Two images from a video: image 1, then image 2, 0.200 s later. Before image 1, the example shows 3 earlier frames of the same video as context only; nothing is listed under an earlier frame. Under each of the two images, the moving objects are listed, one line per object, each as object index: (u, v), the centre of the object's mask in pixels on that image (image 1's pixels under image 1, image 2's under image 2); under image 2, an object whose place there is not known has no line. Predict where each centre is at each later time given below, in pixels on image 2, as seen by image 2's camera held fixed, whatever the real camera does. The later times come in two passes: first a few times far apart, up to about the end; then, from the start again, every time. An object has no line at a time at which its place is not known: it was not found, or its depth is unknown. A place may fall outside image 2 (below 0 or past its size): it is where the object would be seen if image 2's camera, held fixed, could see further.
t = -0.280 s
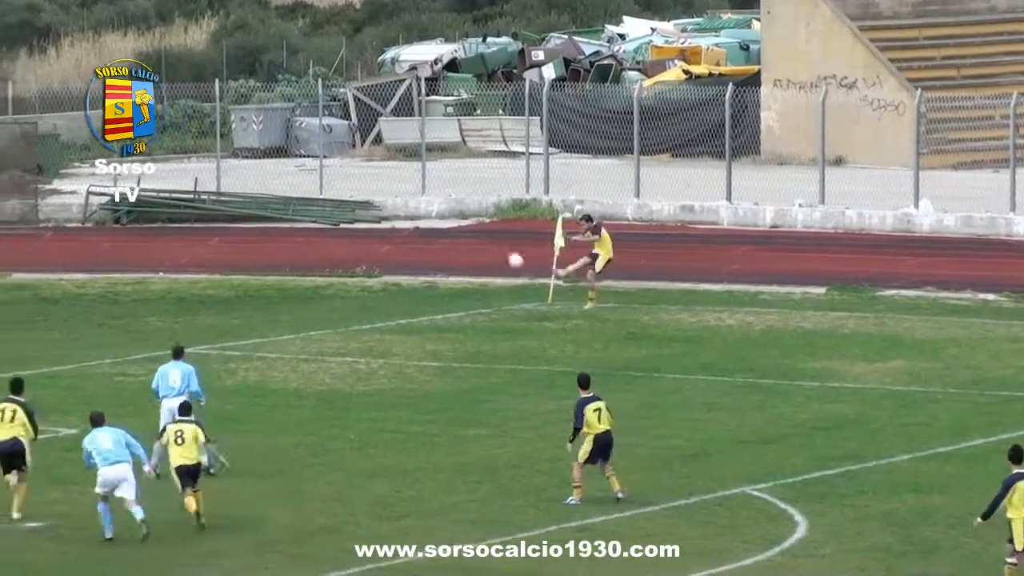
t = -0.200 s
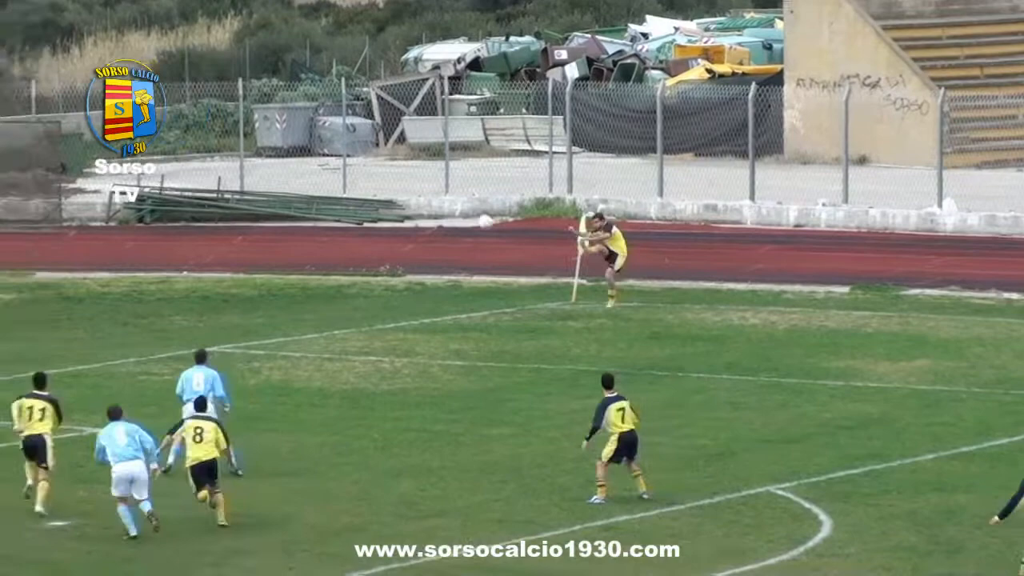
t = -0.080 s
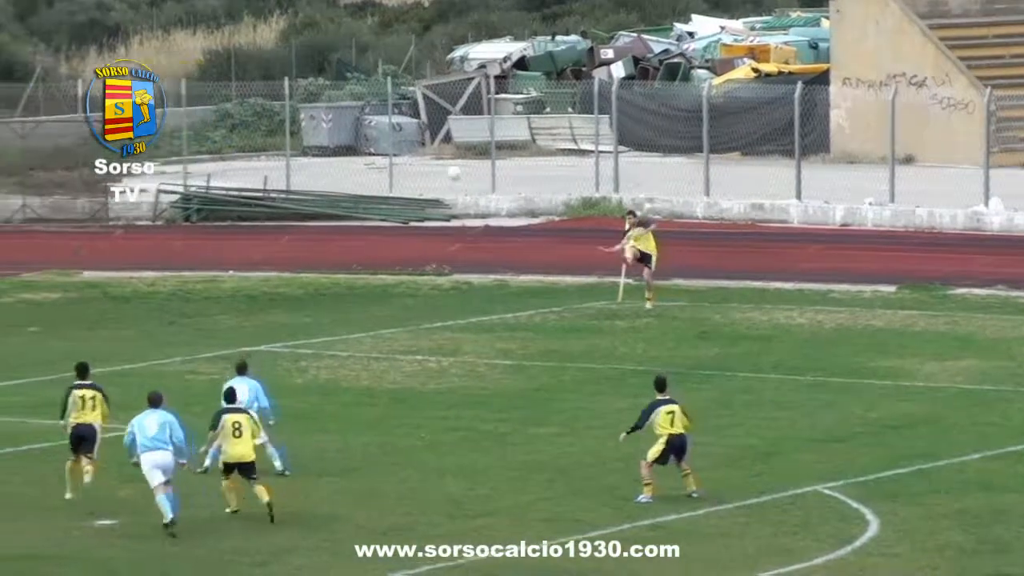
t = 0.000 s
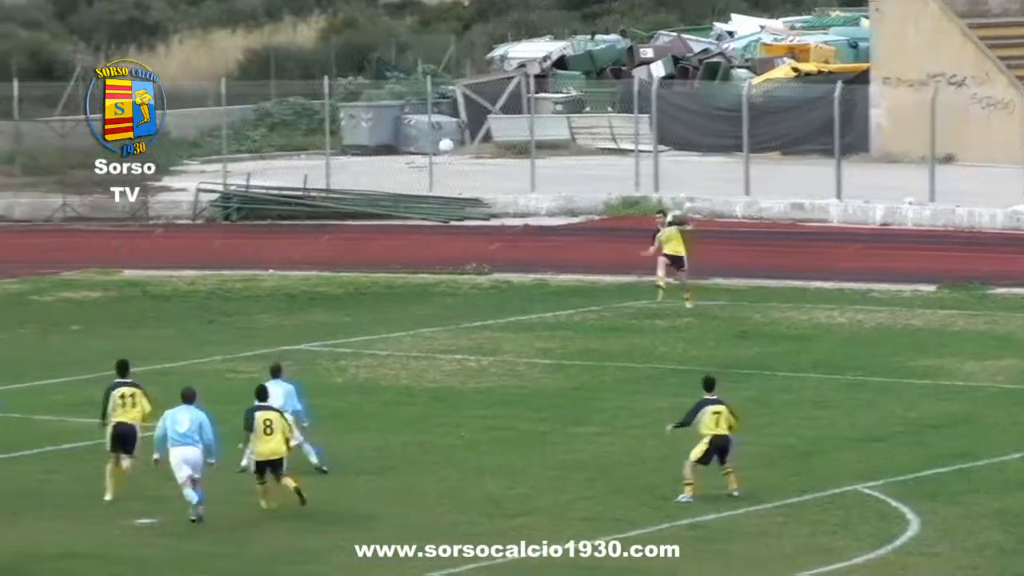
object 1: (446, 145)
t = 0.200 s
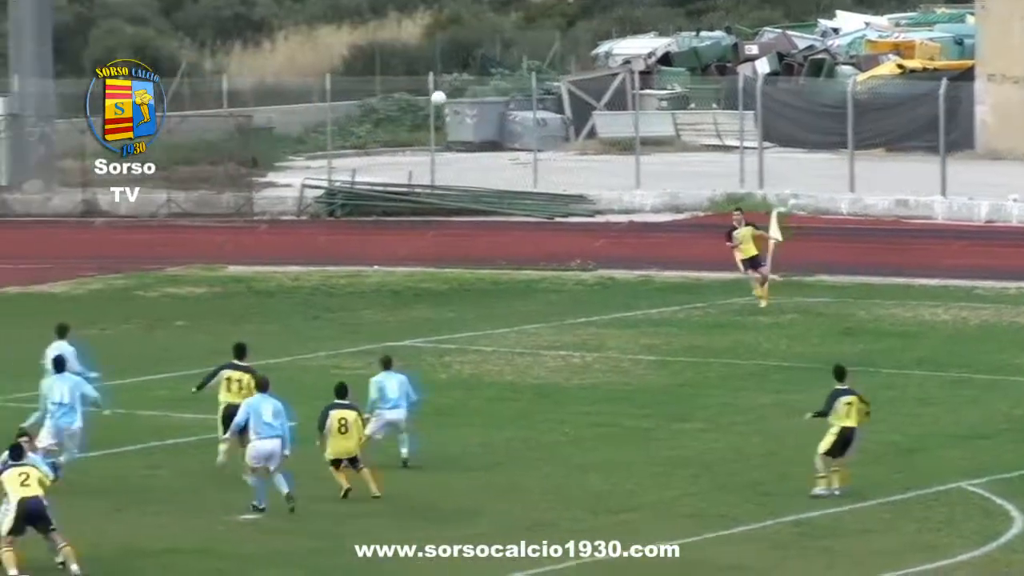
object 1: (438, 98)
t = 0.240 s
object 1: (416, 92)
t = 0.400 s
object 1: (333, 89)
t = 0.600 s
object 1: (234, 116)
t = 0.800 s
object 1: (143, 187)
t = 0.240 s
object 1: (416, 92)
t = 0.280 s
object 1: (395, 89)
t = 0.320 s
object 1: (374, 88)
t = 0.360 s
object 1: (354, 87)
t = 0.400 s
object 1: (333, 89)
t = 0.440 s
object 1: (313, 91)
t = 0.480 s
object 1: (293, 95)
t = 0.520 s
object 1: (273, 100)
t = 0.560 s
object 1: (254, 107)
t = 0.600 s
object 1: (234, 116)
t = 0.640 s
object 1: (216, 127)
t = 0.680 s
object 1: (198, 139)
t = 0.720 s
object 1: (179, 154)
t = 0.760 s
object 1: (161, 170)
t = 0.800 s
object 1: (143, 187)
